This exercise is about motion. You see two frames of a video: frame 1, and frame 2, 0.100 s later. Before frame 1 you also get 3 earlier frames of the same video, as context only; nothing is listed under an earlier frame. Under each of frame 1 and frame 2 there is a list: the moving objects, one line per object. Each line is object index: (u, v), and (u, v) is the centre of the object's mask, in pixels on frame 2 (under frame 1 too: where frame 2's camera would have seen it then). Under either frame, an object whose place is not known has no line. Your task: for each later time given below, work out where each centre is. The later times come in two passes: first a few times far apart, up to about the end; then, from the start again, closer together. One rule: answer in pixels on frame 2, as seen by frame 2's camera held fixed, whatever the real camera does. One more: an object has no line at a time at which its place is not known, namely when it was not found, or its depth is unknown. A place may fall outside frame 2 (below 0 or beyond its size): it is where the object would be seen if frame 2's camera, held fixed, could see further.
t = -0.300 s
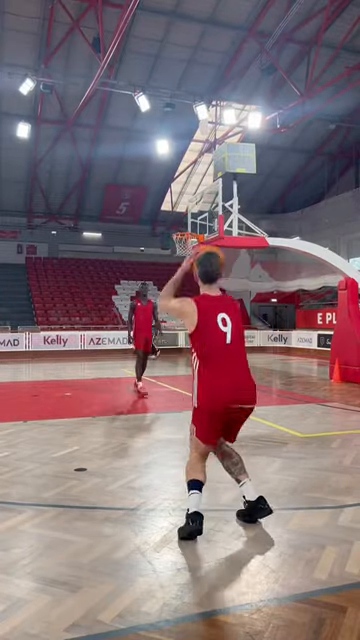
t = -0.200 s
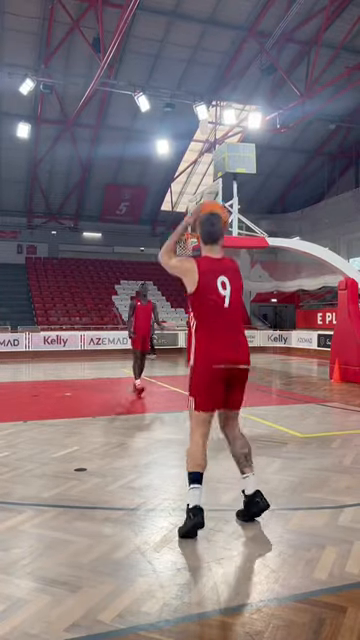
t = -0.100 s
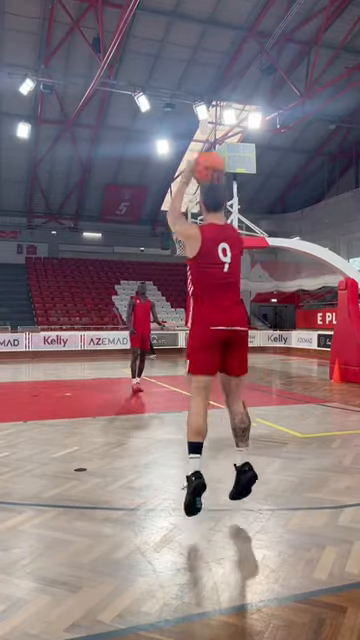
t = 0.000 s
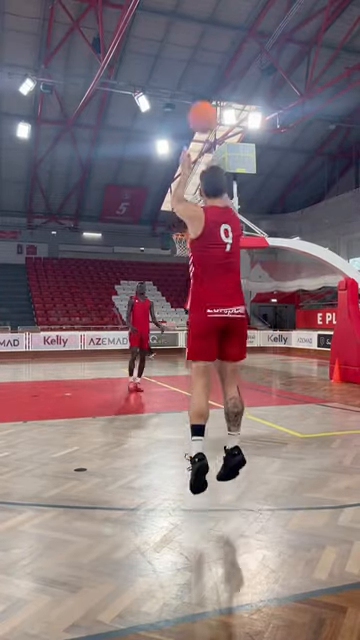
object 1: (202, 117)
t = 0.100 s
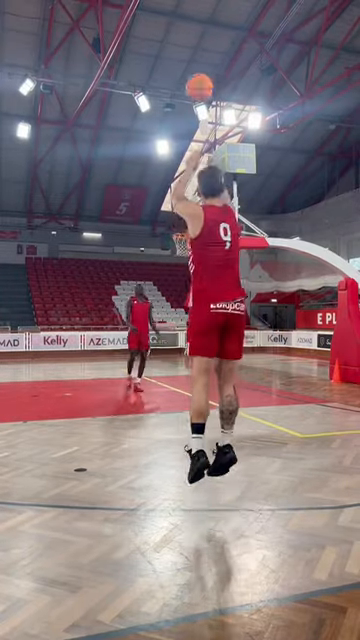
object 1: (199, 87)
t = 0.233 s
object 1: (195, 72)
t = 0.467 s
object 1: (192, 83)
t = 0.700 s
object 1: (190, 125)
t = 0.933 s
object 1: (189, 186)
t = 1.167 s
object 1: (184, 247)
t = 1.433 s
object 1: (156, 283)
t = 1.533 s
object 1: (146, 305)
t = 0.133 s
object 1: (198, 82)
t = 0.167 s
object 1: (197, 78)
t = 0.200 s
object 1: (196, 73)
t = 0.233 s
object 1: (195, 72)
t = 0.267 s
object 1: (195, 72)
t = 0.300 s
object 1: (194, 71)
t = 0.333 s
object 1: (194, 72)
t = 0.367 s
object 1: (193, 73)
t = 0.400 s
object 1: (193, 77)
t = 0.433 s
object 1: (193, 80)
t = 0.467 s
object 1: (192, 83)
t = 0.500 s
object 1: (191, 88)
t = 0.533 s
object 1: (191, 91)
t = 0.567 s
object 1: (191, 97)
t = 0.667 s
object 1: (190, 120)
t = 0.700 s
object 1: (190, 125)
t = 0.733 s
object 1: (189, 135)
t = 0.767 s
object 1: (189, 143)
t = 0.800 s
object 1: (190, 151)
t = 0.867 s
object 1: (190, 168)
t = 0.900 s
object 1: (189, 177)
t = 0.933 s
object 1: (189, 186)
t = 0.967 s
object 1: (189, 196)
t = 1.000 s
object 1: (188, 205)
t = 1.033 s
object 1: (189, 214)
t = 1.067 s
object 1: (189, 225)
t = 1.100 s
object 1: (188, 235)
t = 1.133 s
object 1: (187, 243)
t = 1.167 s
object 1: (184, 247)
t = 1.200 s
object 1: (179, 252)
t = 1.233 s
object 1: (176, 253)
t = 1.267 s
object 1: (173, 257)
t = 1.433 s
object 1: (156, 283)
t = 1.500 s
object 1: (148, 298)
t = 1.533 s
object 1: (146, 305)
